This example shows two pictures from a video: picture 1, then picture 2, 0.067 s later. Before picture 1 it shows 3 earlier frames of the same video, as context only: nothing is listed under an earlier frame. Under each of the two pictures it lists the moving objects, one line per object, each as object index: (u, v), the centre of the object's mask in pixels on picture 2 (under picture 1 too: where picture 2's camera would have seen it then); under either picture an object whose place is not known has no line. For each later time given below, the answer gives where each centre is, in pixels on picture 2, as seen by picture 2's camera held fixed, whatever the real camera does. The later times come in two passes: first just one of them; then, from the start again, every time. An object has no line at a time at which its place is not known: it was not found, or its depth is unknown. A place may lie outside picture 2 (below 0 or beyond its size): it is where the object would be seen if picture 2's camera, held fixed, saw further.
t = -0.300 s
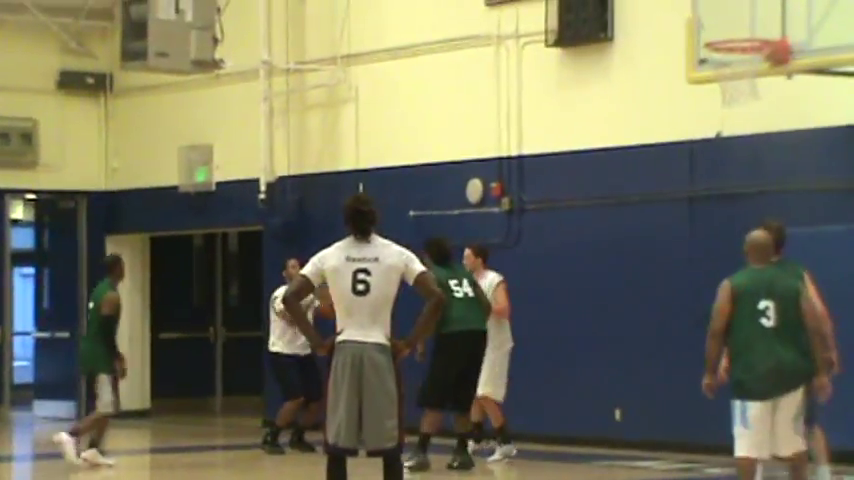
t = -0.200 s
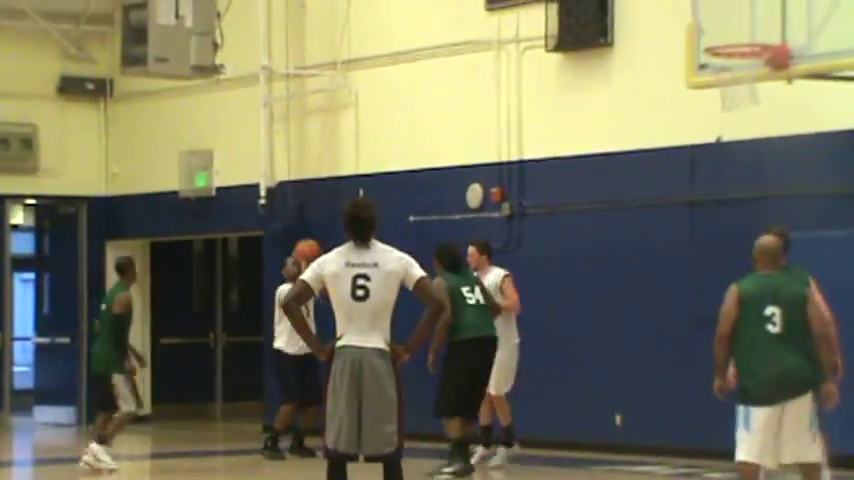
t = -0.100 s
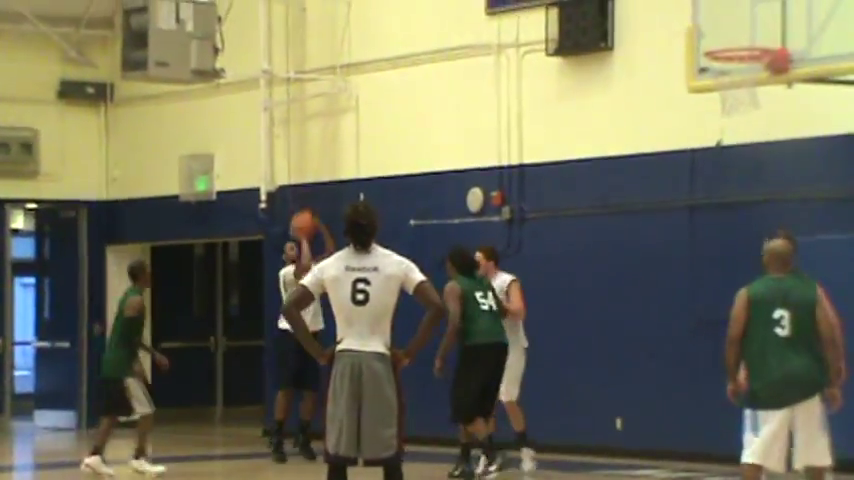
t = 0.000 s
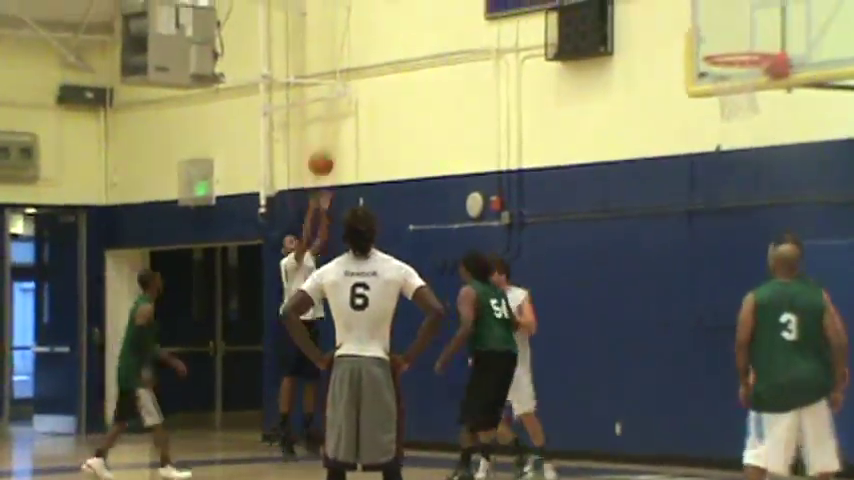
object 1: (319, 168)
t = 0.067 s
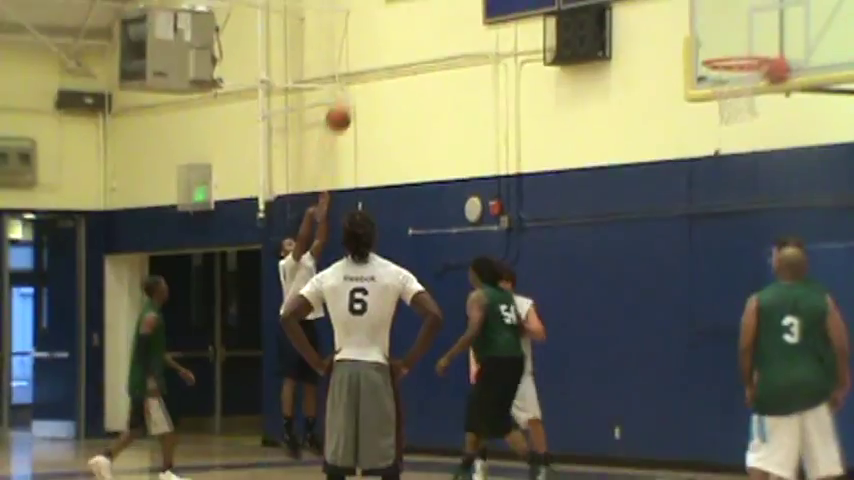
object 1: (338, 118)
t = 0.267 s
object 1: (398, -7)
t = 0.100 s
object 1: (348, 95)
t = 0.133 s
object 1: (357, 73)
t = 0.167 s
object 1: (367, 51)
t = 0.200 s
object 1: (377, 31)
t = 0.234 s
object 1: (386, 12)
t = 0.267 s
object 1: (398, -7)
